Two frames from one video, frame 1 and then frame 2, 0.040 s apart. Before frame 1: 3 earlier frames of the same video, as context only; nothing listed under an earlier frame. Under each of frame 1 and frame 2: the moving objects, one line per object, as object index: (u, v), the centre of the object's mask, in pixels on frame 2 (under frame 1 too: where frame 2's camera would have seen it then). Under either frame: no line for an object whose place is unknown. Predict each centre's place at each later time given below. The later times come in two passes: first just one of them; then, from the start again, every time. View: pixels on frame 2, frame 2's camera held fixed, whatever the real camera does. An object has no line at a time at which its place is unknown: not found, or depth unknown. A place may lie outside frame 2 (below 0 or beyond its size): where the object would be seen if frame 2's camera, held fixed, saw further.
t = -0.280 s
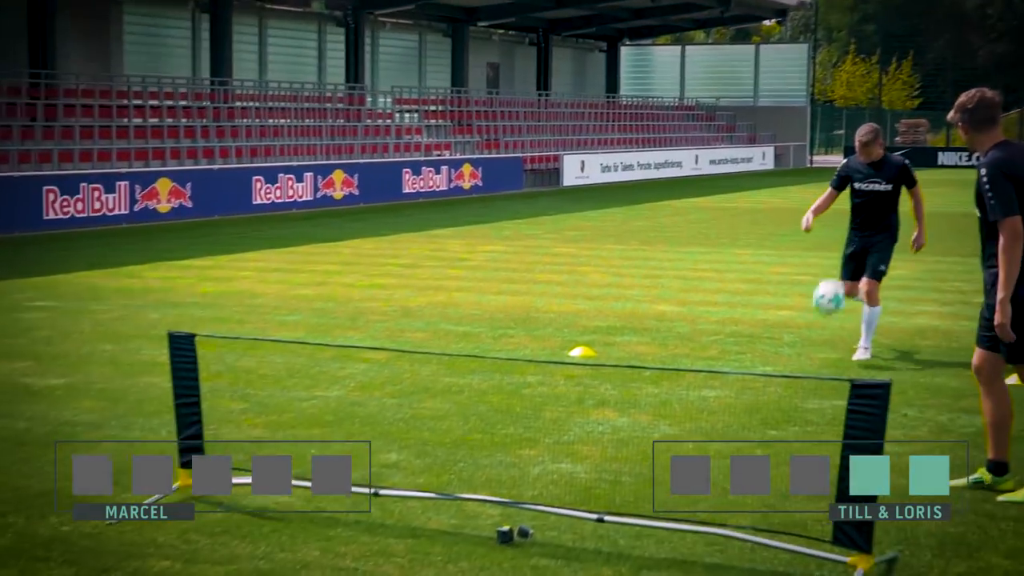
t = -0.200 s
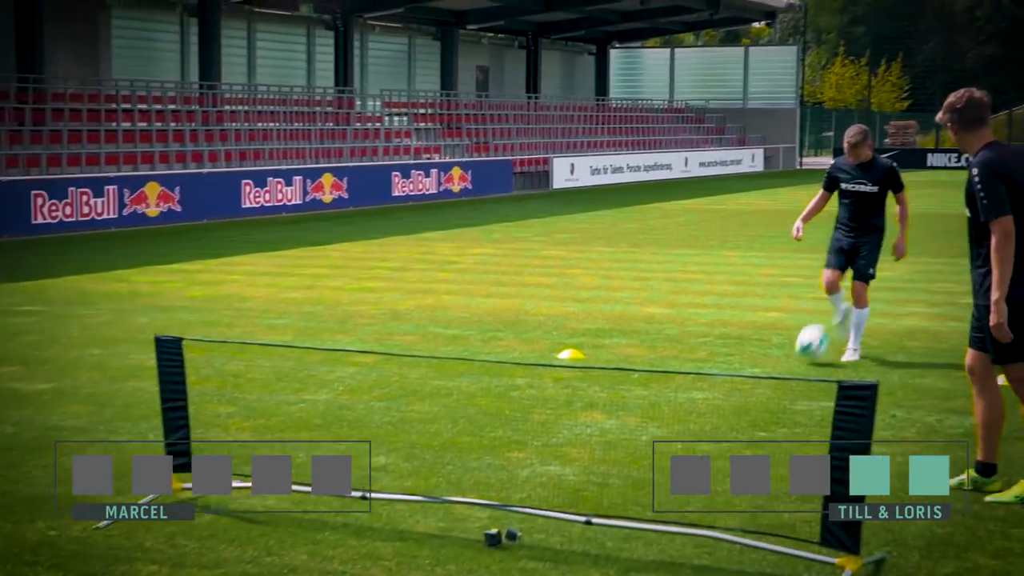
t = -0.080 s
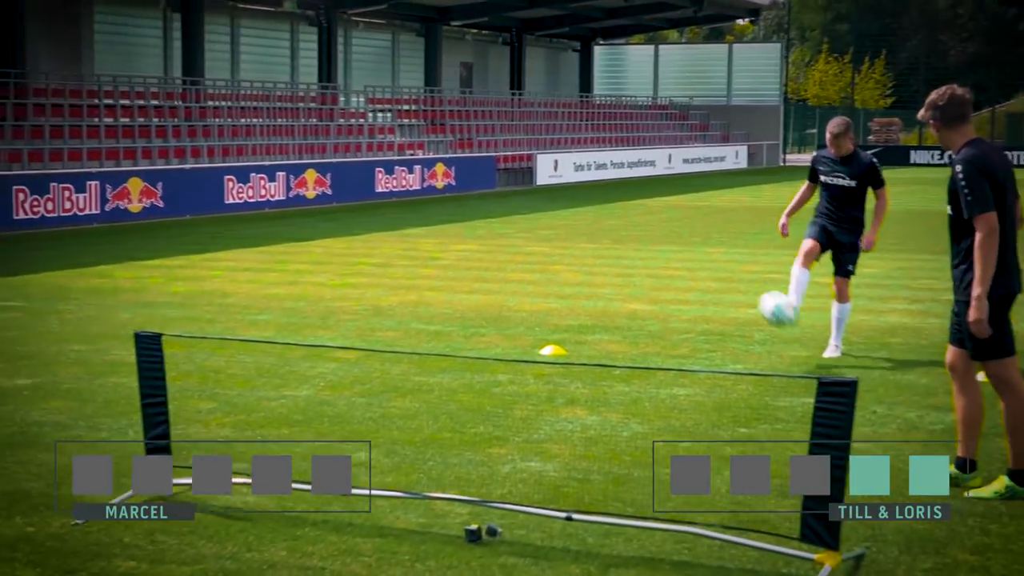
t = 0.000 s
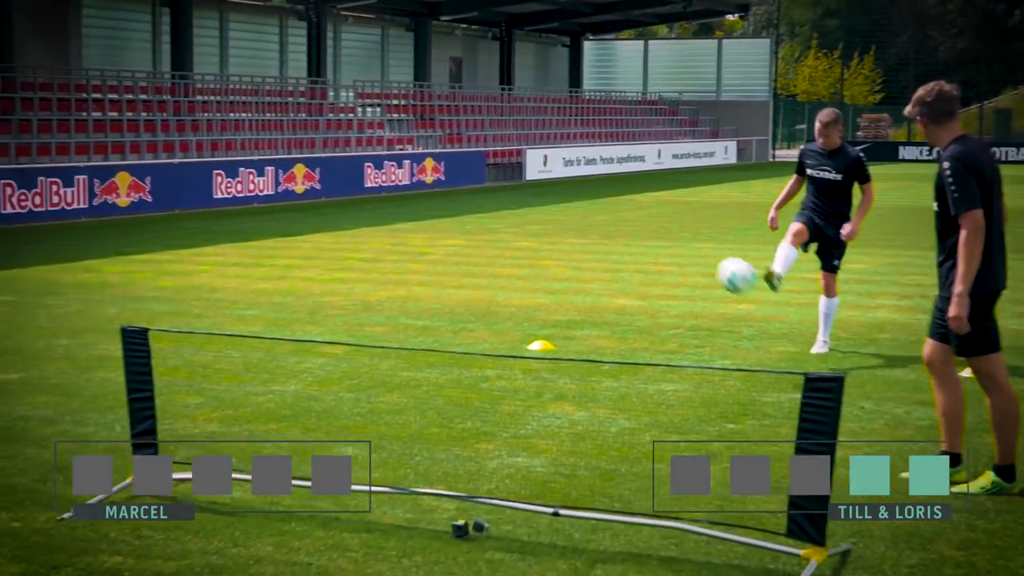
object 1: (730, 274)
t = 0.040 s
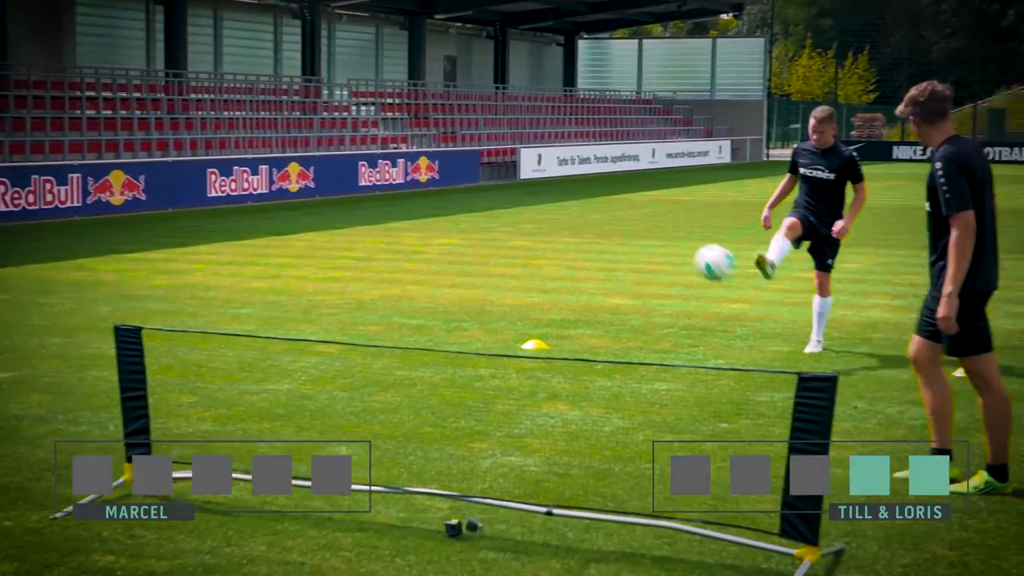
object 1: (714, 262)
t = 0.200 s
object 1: (638, 233)
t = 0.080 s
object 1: (697, 252)
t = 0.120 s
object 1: (679, 245)
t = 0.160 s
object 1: (659, 238)
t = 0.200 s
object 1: (638, 233)
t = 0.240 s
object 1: (616, 231)
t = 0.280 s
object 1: (595, 229)
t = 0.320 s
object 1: (572, 229)
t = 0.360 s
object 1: (548, 233)
